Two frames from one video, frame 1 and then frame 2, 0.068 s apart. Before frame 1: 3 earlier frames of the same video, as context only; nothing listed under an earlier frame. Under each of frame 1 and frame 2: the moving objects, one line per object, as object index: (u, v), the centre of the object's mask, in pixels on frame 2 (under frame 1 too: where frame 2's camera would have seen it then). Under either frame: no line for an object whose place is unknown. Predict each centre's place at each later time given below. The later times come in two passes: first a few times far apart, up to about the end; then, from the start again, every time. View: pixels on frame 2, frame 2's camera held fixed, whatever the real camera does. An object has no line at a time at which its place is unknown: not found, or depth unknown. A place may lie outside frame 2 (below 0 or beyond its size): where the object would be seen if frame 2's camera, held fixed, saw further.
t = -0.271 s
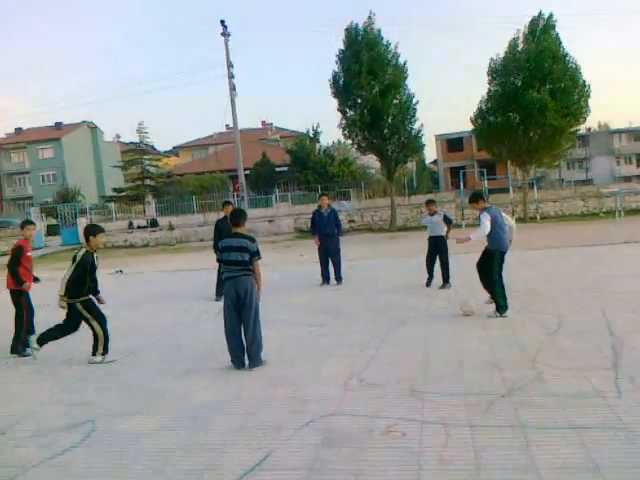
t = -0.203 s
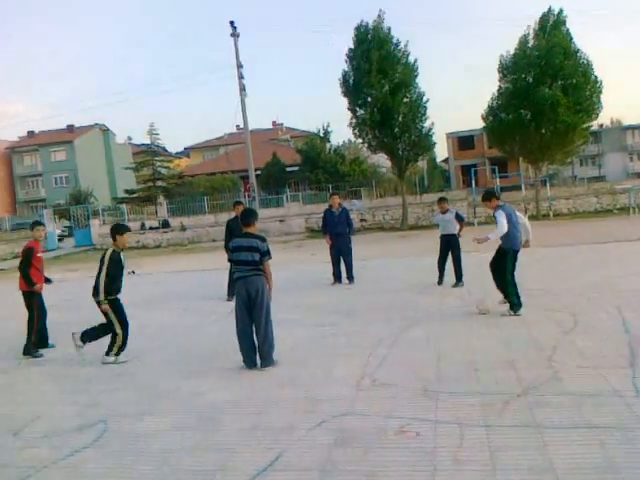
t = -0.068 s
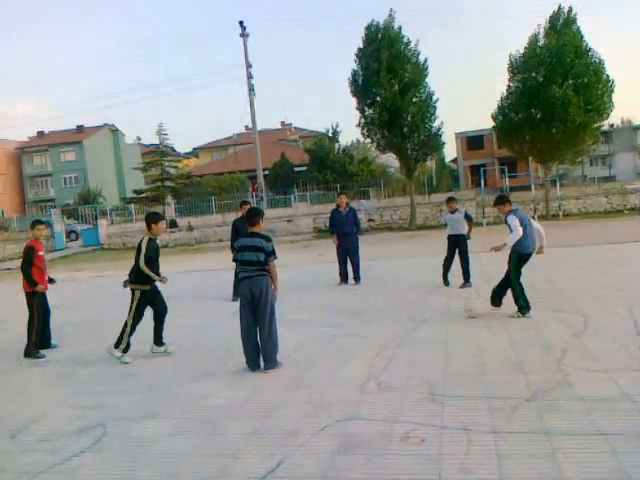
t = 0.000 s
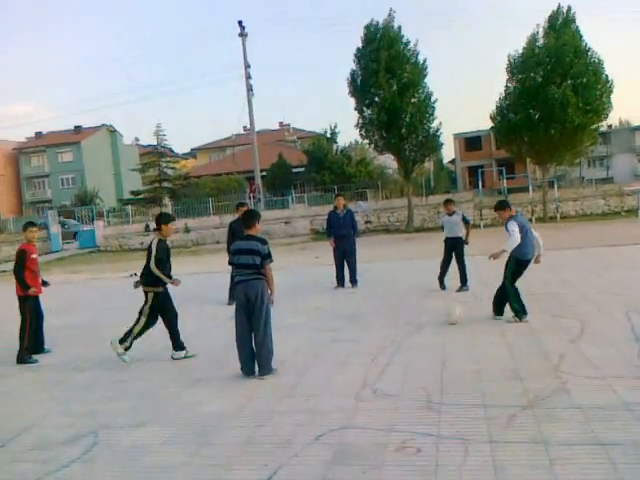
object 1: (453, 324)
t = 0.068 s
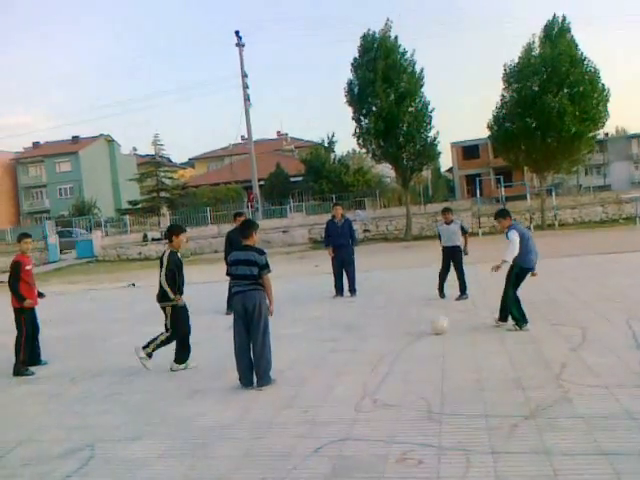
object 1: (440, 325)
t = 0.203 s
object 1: (414, 328)
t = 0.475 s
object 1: (363, 335)
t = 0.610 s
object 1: (338, 336)
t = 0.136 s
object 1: (426, 327)
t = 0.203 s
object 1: (414, 328)
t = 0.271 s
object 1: (401, 329)
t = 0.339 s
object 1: (389, 331)
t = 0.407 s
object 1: (375, 333)
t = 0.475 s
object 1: (363, 335)
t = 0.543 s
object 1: (352, 333)
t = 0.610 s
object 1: (338, 336)
